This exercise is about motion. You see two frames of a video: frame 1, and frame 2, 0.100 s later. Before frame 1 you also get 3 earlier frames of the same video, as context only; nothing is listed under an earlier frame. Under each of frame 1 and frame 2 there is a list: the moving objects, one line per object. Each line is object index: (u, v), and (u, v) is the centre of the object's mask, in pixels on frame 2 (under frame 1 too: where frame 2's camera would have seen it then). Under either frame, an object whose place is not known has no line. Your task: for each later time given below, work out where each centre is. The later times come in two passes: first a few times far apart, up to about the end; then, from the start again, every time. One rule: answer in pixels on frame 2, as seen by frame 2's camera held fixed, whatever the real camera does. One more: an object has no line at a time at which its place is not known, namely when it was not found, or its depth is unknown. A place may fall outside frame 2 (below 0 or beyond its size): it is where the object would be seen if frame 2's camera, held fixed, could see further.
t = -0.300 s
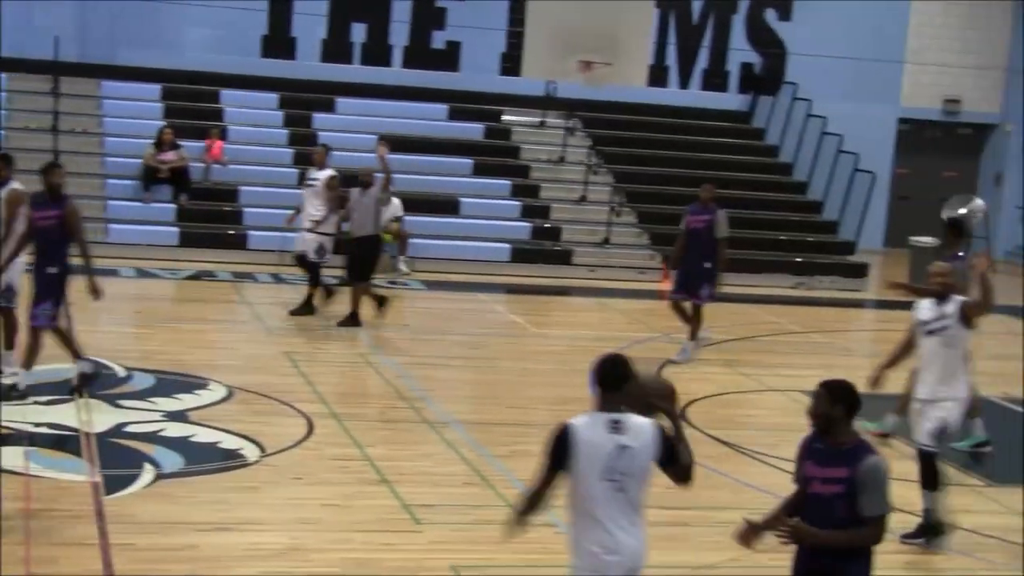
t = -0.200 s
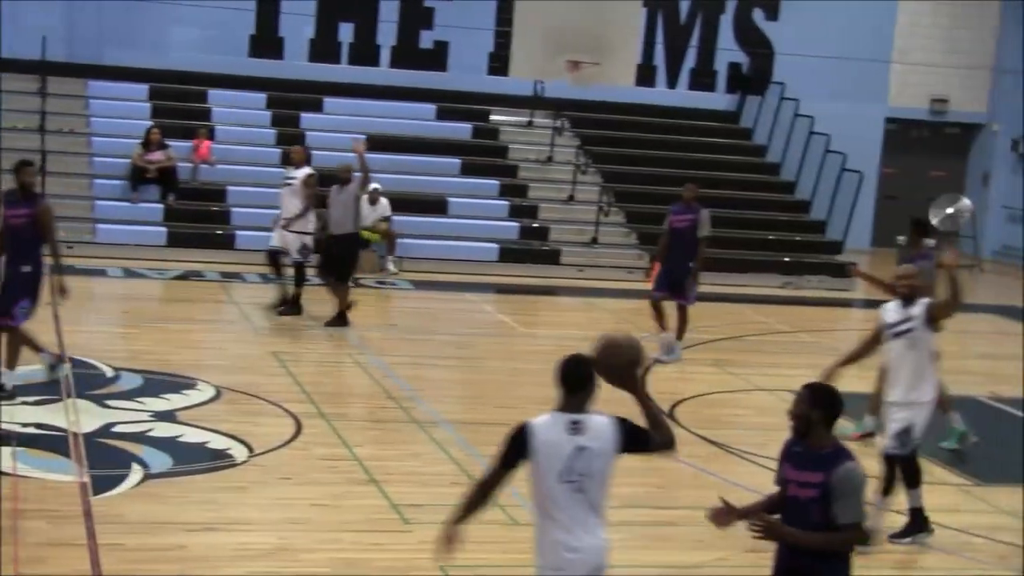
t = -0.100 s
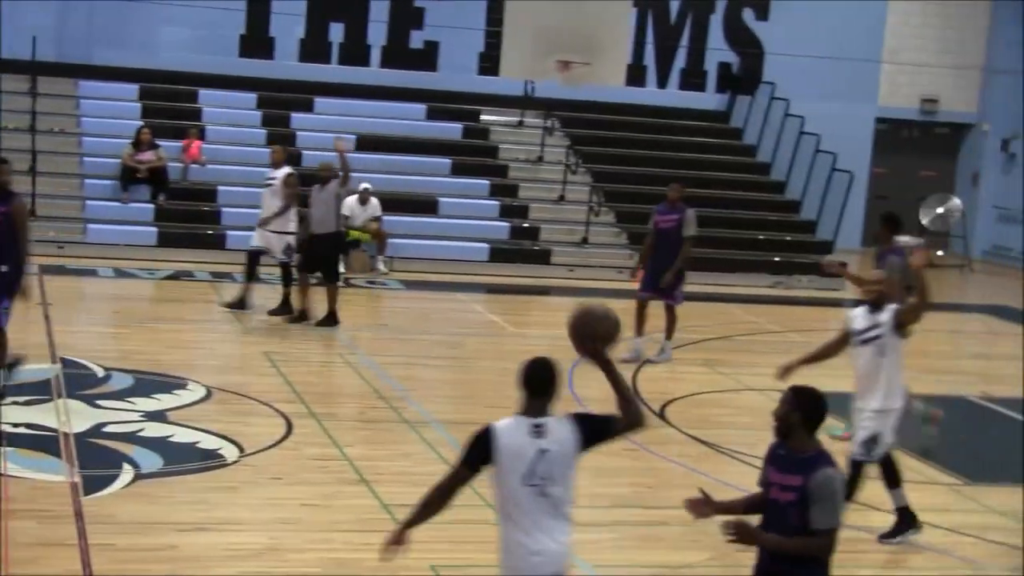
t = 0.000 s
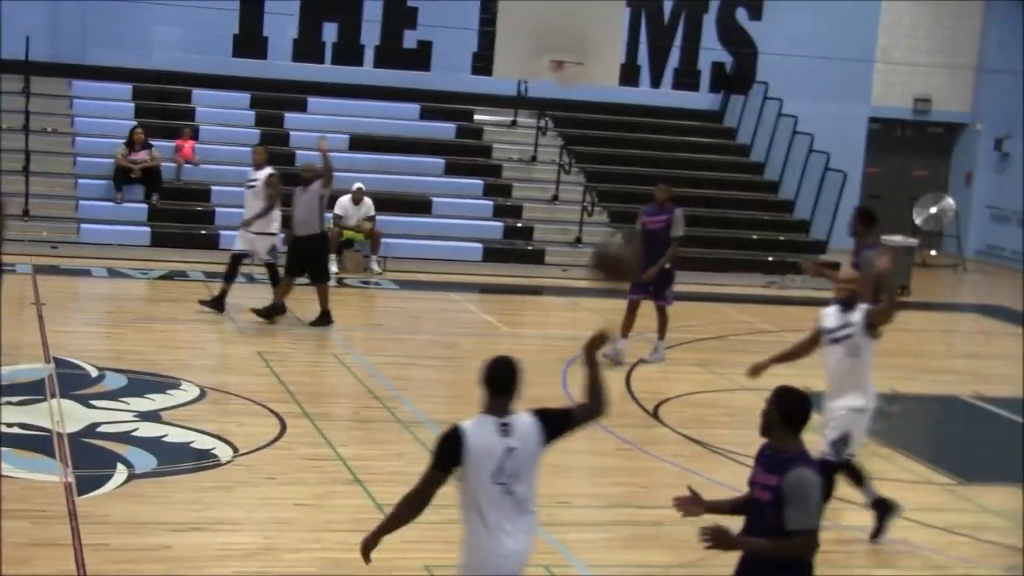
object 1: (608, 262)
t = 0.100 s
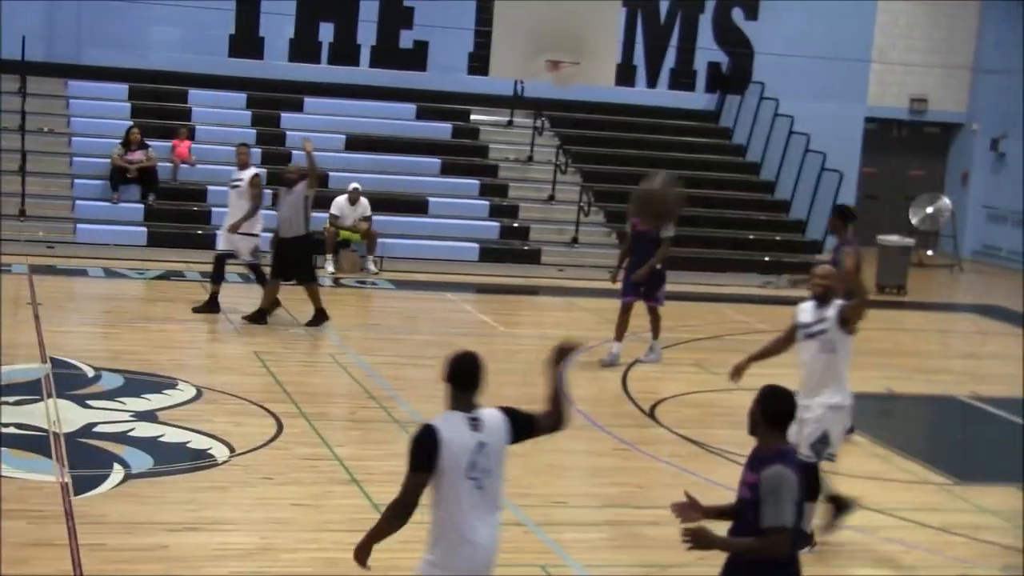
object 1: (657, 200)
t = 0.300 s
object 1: (737, 149)
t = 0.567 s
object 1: (828, 199)
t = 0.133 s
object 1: (673, 184)
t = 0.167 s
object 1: (684, 176)
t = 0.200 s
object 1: (699, 164)
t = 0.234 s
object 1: (713, 157)
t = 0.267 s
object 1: (725, 151)
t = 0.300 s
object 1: (737, 149)
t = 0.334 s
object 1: (751, 146)
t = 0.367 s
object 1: (764, 148)
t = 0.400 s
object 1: (775, 151)
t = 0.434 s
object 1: (786, 155)
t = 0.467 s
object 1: (797, 163)
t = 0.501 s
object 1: (808, 172)
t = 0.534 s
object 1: (819, 186)
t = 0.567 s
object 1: (828, 199)
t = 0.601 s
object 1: (838, 215)
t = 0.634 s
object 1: (848, 234)
